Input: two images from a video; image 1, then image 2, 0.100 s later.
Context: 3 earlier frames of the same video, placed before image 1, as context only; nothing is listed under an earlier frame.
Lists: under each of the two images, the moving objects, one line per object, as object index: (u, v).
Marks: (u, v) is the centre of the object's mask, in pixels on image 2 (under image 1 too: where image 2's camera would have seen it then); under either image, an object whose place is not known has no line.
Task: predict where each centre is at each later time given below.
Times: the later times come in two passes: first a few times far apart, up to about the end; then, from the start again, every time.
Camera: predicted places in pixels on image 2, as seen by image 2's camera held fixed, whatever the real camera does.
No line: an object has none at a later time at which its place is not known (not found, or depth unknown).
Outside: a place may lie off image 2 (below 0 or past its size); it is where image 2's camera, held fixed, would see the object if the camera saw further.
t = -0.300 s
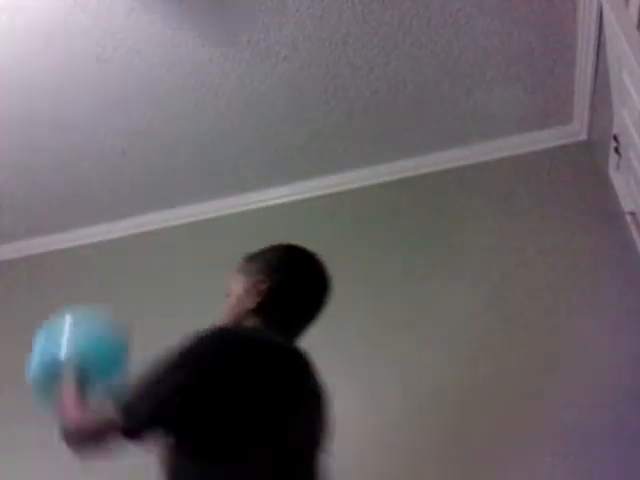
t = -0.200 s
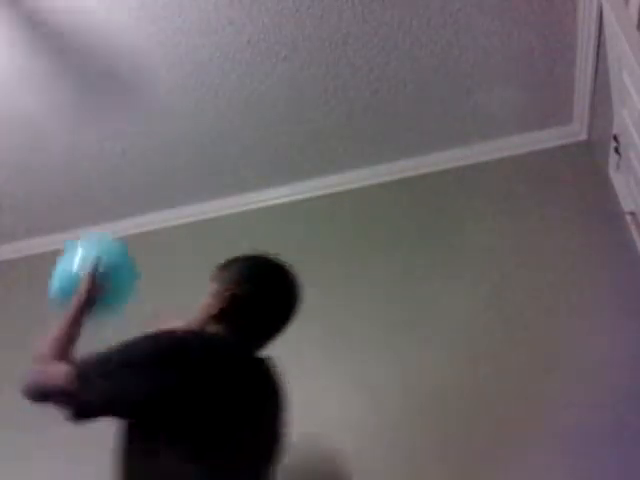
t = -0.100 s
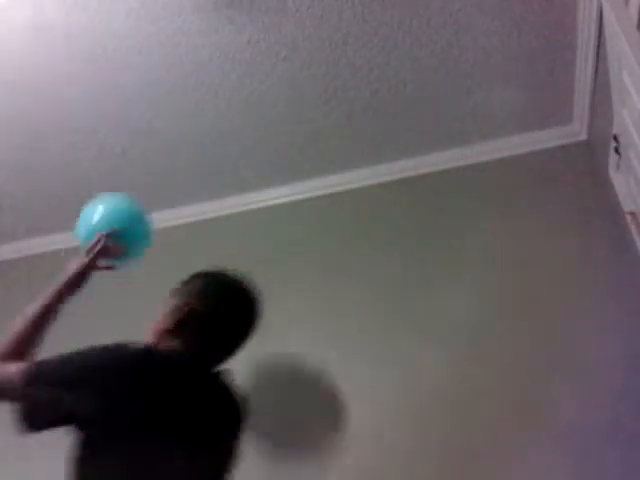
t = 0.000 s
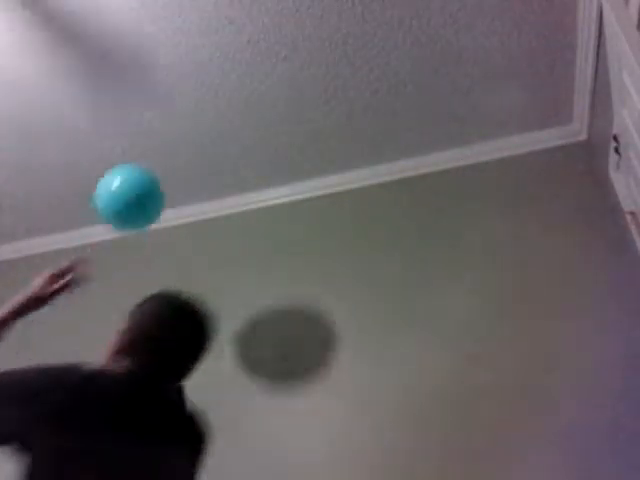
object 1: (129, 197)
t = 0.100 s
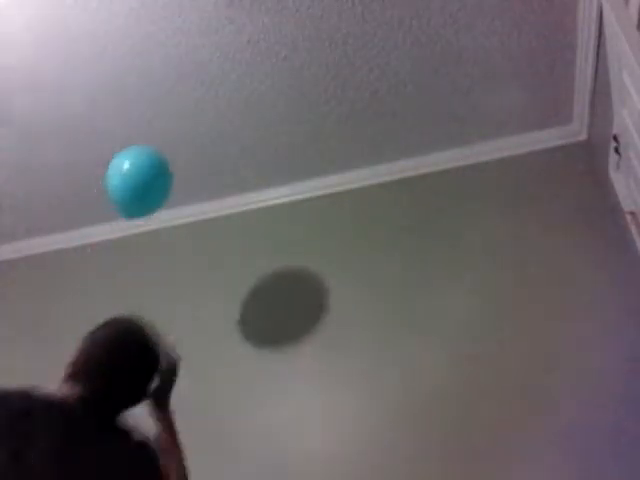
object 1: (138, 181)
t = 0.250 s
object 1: (148, 170)
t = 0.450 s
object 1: (156, 175)
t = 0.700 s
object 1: (158, 210)
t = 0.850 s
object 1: (152, 246)
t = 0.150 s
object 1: (142, 176)
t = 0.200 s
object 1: (145, 174)
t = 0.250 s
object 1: (148, 170)
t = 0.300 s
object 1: (150, 170)
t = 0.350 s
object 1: (152, 170)
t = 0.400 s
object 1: (154, 172)
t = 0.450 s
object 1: (156, 175)
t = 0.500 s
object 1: (158, 179)
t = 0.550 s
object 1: (159, 184)
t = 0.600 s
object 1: (159, 190)
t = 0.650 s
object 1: (159, 199)
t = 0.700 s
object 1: (158, 210)
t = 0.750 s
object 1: (157, 220)
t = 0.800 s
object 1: (155, 232)
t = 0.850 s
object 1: (152, 246)
